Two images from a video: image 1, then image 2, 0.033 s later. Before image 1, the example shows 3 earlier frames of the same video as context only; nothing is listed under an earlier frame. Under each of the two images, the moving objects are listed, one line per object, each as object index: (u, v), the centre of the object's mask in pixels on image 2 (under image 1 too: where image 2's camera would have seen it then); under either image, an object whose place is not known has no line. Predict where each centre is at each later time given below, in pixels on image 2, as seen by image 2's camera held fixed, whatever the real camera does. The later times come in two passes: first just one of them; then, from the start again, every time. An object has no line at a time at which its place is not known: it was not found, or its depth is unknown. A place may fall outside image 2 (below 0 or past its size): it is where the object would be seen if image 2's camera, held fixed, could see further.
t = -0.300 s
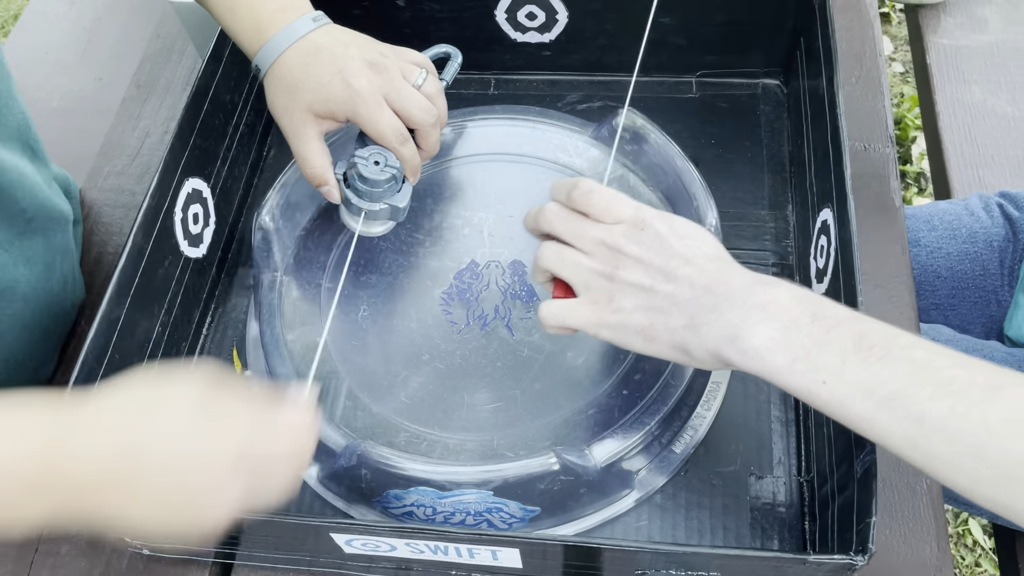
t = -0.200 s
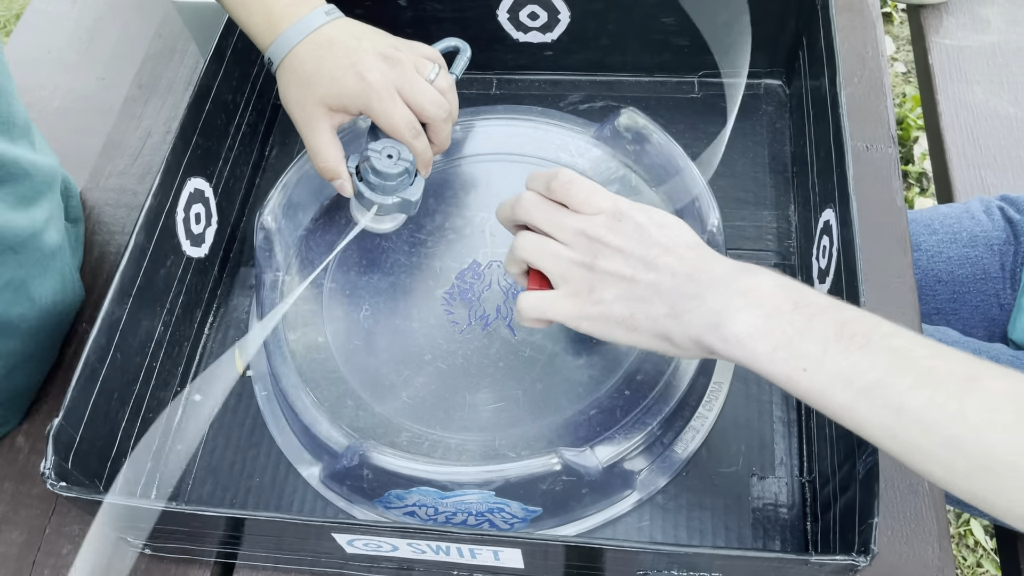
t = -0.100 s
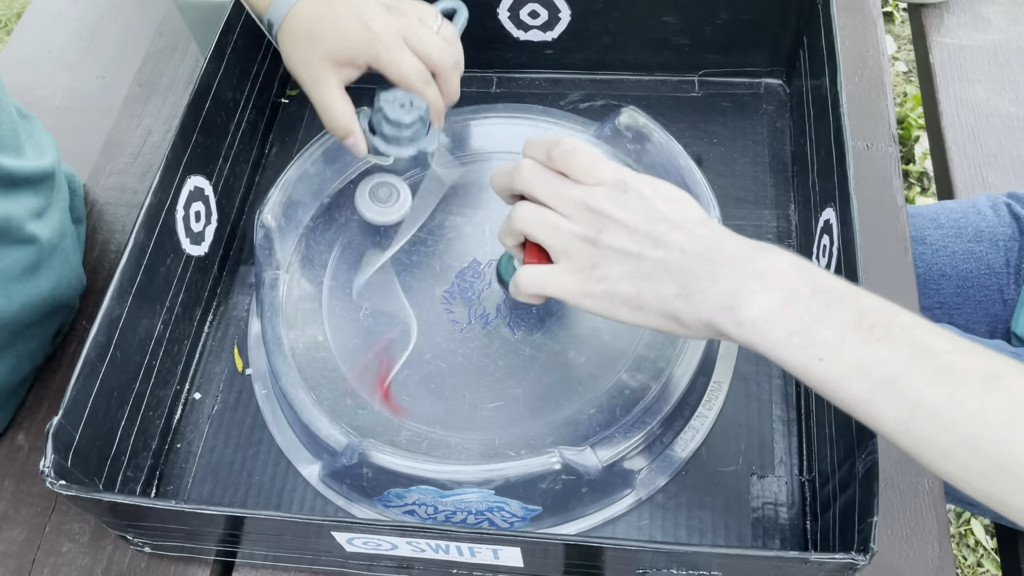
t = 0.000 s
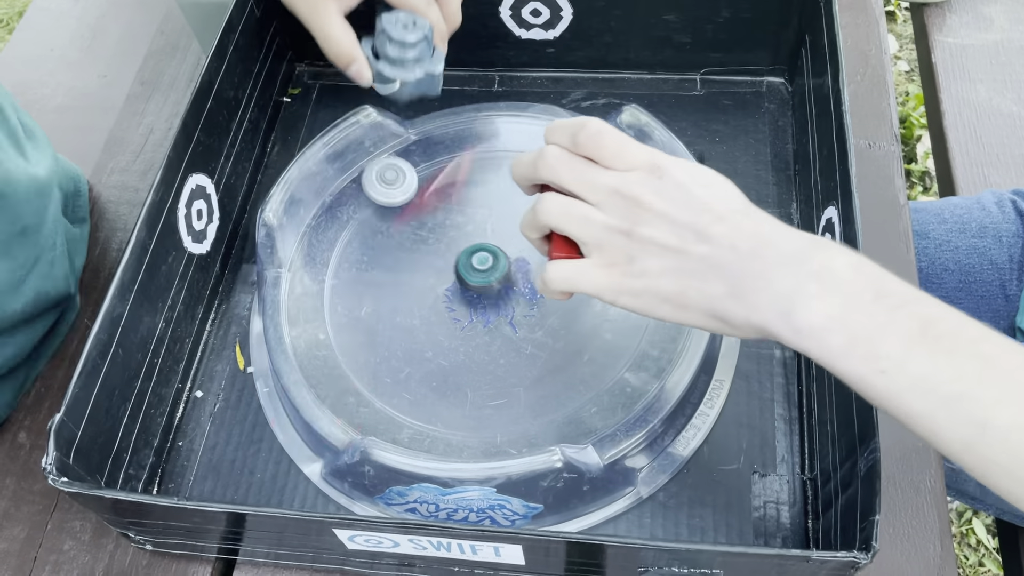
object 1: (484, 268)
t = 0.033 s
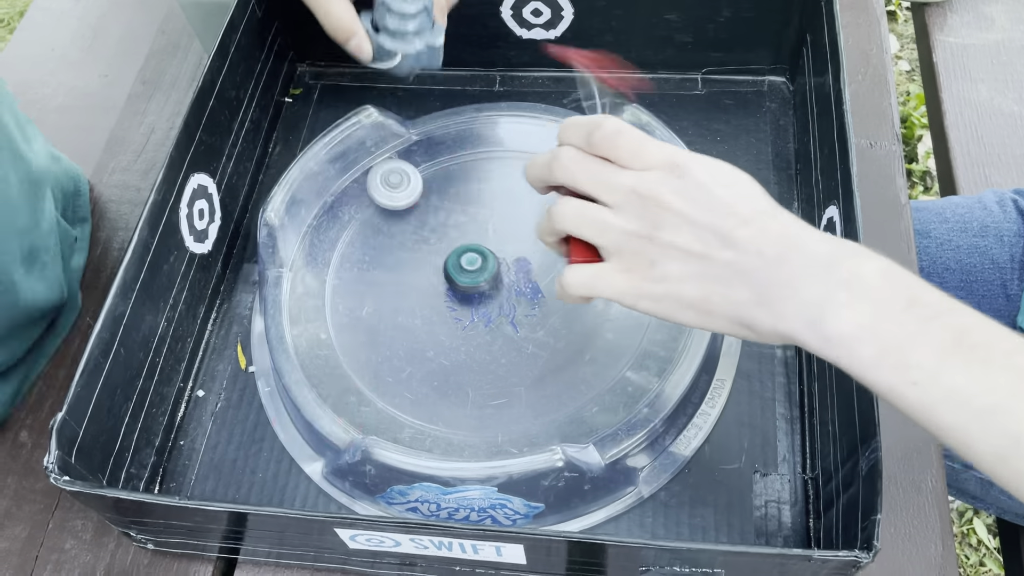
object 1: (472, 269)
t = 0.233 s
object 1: (437, 277)
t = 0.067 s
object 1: (462, 267)
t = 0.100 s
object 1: (455, 266)
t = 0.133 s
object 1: (448, 267)
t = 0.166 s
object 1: (443, 270)
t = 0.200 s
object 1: (439, 273)
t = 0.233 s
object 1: (437, 277)
